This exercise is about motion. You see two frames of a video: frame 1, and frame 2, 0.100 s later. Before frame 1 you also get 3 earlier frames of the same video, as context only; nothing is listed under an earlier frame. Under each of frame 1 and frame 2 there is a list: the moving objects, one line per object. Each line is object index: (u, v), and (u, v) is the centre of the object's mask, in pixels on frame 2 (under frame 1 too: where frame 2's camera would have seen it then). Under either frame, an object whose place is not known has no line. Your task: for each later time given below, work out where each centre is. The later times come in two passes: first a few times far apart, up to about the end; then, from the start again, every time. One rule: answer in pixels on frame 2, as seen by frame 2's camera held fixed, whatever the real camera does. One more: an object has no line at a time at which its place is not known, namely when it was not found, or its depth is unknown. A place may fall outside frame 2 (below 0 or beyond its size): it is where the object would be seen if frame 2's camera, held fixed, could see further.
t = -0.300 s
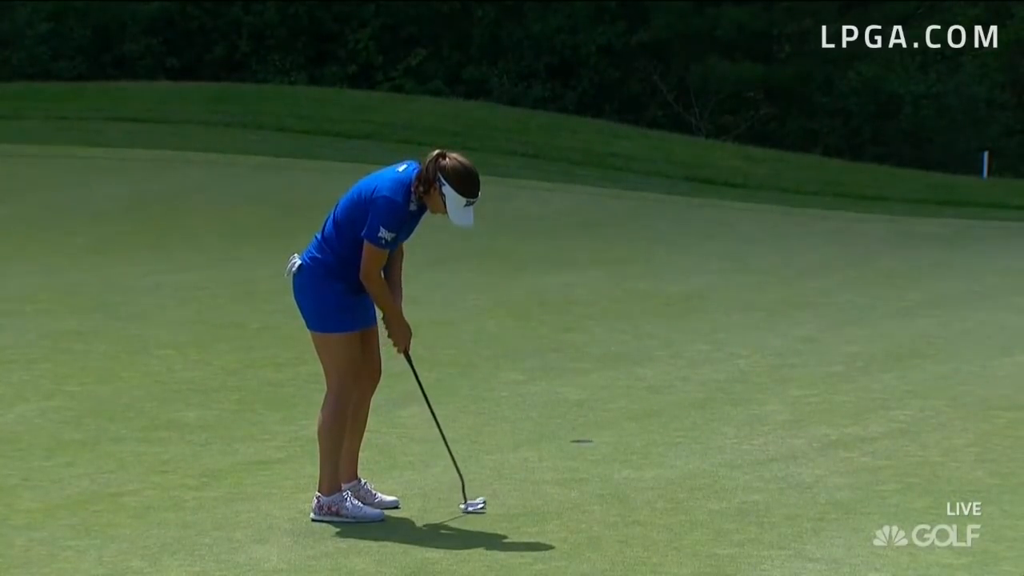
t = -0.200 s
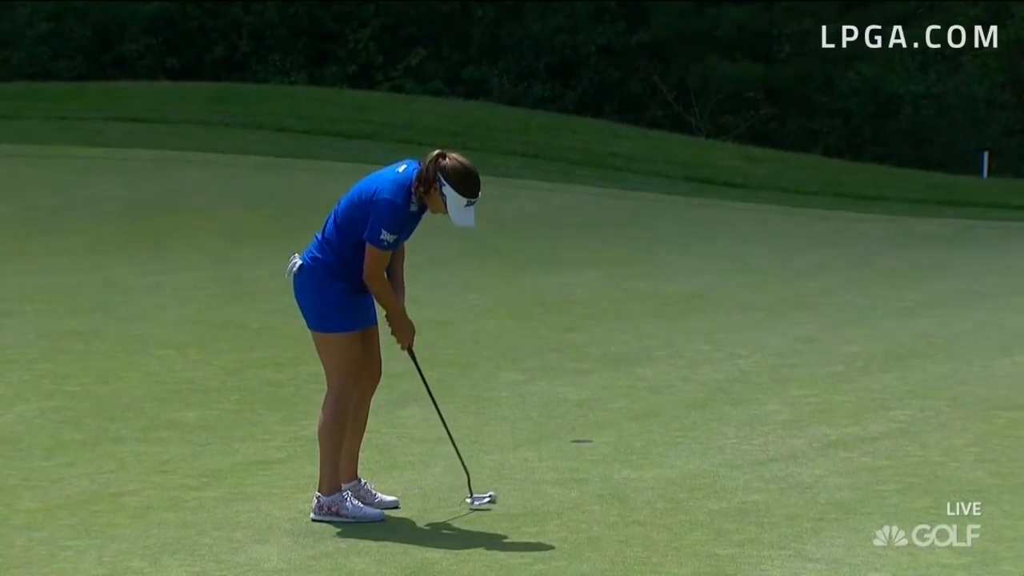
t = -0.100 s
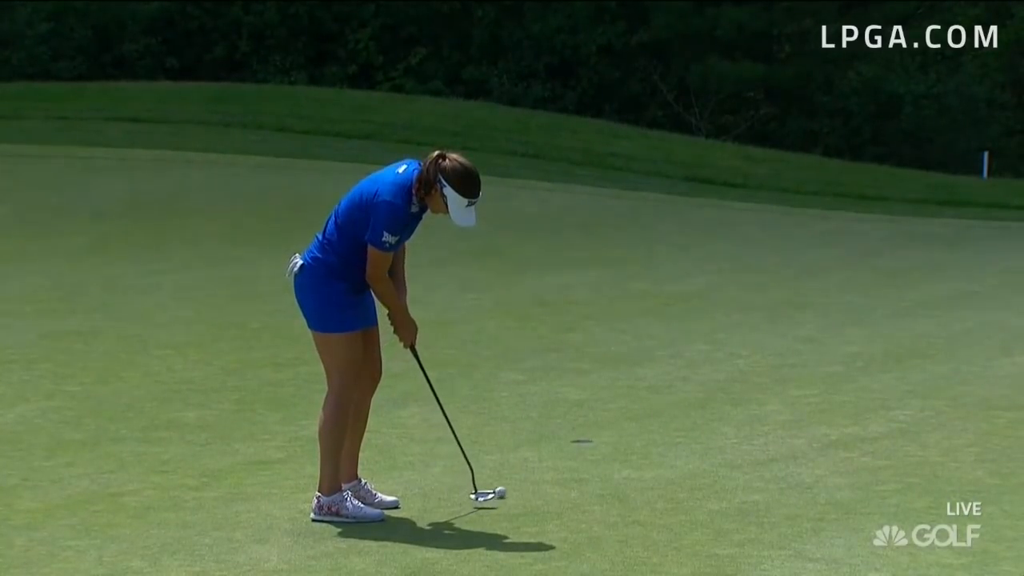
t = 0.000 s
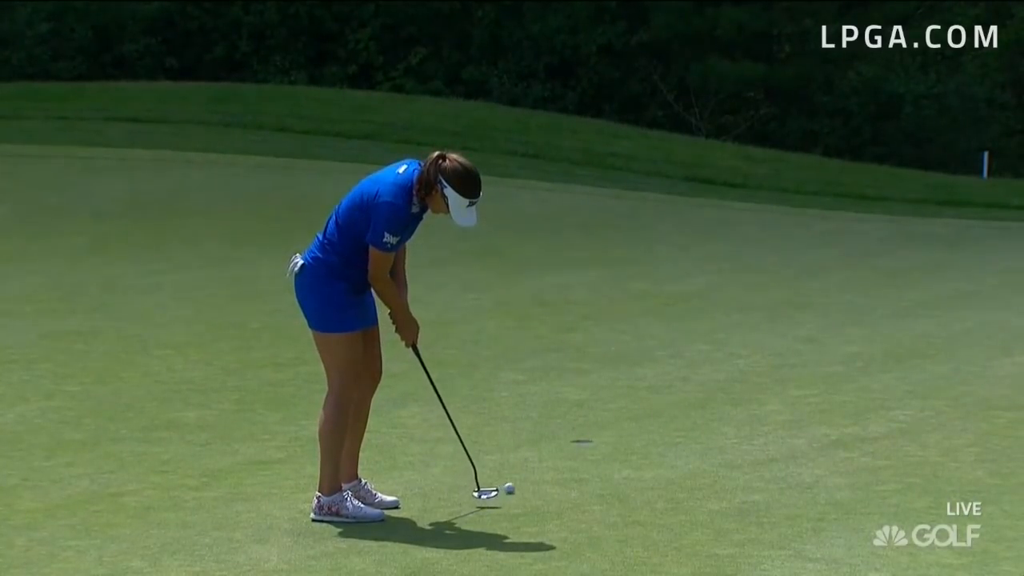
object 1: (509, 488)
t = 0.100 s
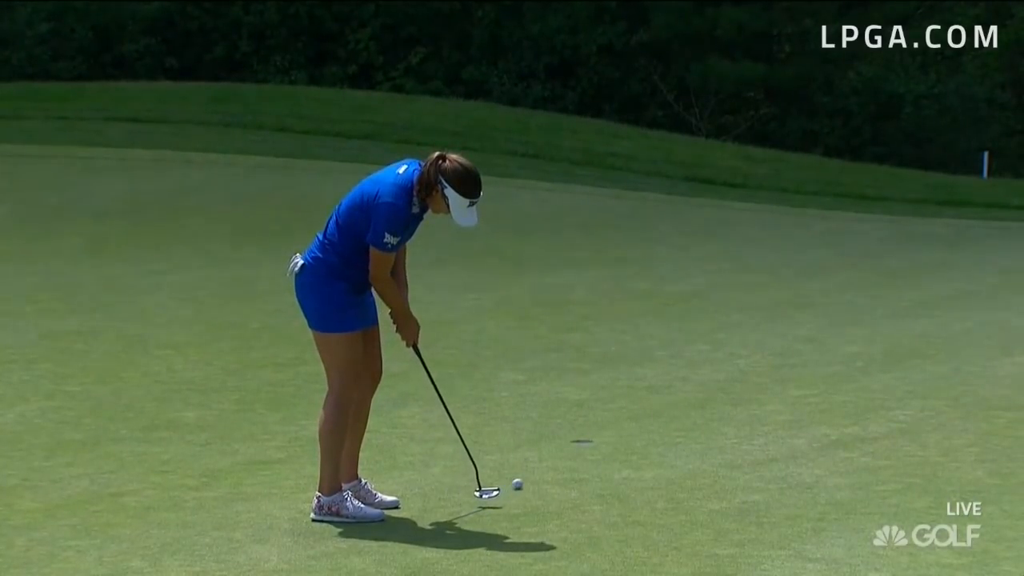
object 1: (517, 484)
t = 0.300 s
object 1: (531, 476)
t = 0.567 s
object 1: (547, 467)
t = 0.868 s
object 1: (560, 458)
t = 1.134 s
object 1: (569, 452)
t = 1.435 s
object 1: (578, 446)
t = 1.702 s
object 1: (584, 441)
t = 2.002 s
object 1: (584, 440)
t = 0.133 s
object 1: (520, 483)
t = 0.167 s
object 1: (522, 481)
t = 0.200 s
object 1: (524, 480)
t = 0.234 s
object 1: (527, 479)
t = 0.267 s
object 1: (529, 477)
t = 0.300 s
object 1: (531, 476)
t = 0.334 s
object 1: (534, 475)
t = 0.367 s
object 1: (535, 474)
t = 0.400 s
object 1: (537, 472)
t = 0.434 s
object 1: (539, 471)
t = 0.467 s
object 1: (541, 470)
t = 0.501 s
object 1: (543, 469)
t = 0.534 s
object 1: (545, 468)
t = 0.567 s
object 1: (547, 467)
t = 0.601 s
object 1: (549, 466)
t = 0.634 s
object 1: (550, 465)
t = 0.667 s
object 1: (552, 464)
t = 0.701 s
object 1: (553, 463)
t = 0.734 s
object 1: (554, 462)
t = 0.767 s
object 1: (556, 461)
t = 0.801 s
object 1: (557, 460)
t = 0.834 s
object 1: (558, 459)
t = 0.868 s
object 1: (560, 458)
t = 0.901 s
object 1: (561, 457)
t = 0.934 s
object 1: (562, 457)
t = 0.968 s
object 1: (563, 455)
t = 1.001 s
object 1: (565, 455)
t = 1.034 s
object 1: (566, 454)
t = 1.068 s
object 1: (567, 453)
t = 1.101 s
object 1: (569, 452)
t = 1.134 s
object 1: (569, 452)
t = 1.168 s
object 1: (571, 451)
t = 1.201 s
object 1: (572, 450)
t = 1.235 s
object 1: (573, 449)
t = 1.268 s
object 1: (574, 449)
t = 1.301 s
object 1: (575, 448)
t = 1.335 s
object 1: (576, 447)
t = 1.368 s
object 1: (576, 447)
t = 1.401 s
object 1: (577, 446)
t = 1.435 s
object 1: (578, 446)
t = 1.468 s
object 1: (579, 445)
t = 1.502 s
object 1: (580, 444)
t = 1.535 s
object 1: (581, 444)
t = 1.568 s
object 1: (582, 443)
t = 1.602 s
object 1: (582, 442)
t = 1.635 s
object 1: (583, 442)
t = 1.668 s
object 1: (583, 441)
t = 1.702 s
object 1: (584, 441)
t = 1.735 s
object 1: (584, 441)
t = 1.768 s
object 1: (585, 440)
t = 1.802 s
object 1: (585, 440)
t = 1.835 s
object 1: (586, 439)
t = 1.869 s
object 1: (586, 439)
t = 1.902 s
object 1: (586, 439)
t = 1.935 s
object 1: (586, 439)
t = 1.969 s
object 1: (586, 439)
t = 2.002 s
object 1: (584, 440)
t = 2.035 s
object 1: (582, 442)
